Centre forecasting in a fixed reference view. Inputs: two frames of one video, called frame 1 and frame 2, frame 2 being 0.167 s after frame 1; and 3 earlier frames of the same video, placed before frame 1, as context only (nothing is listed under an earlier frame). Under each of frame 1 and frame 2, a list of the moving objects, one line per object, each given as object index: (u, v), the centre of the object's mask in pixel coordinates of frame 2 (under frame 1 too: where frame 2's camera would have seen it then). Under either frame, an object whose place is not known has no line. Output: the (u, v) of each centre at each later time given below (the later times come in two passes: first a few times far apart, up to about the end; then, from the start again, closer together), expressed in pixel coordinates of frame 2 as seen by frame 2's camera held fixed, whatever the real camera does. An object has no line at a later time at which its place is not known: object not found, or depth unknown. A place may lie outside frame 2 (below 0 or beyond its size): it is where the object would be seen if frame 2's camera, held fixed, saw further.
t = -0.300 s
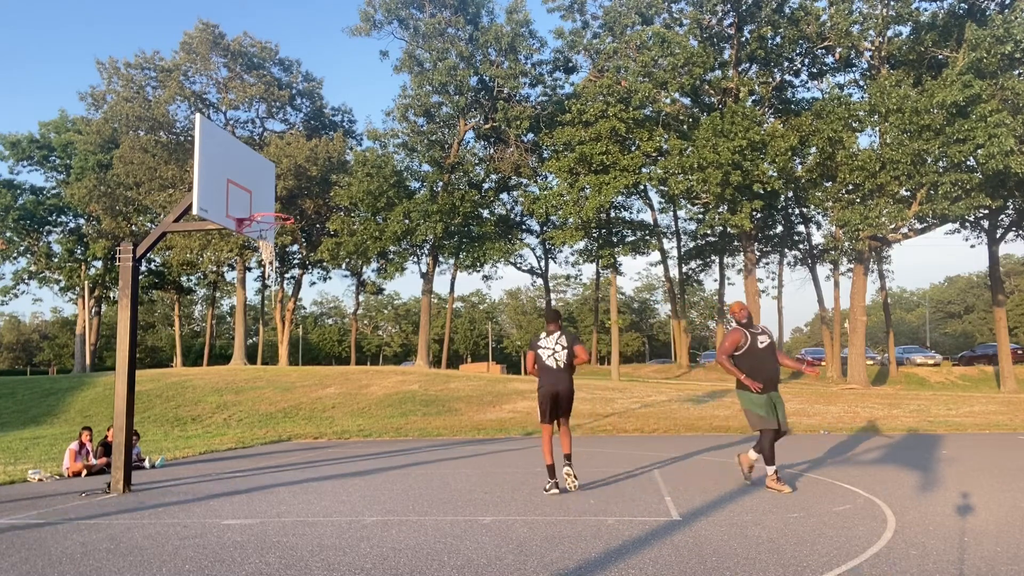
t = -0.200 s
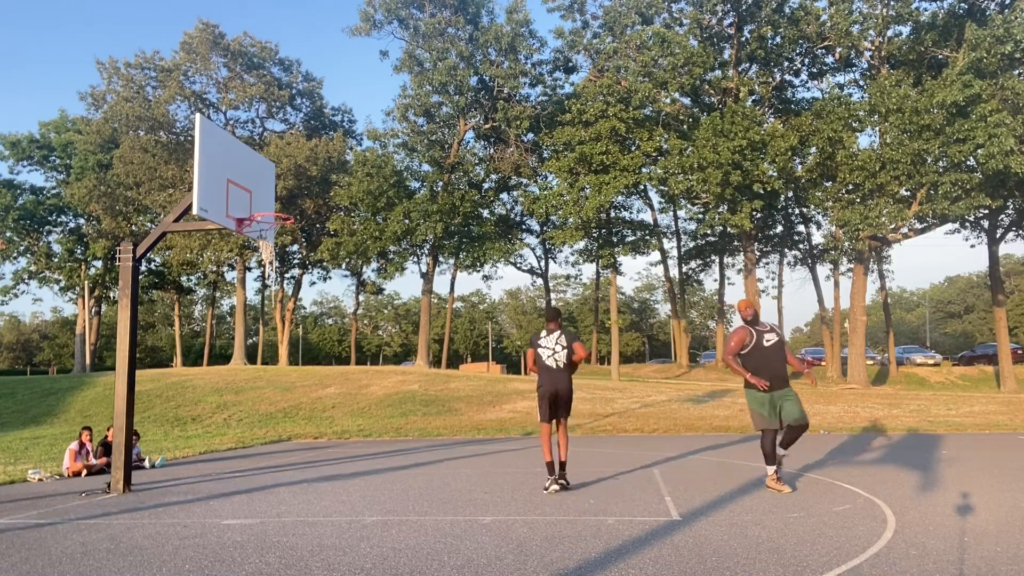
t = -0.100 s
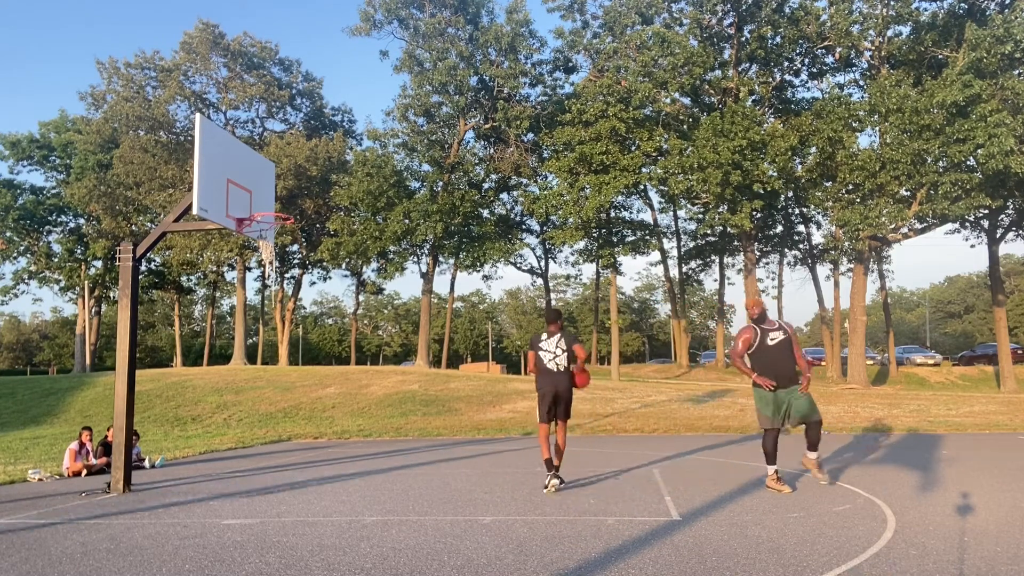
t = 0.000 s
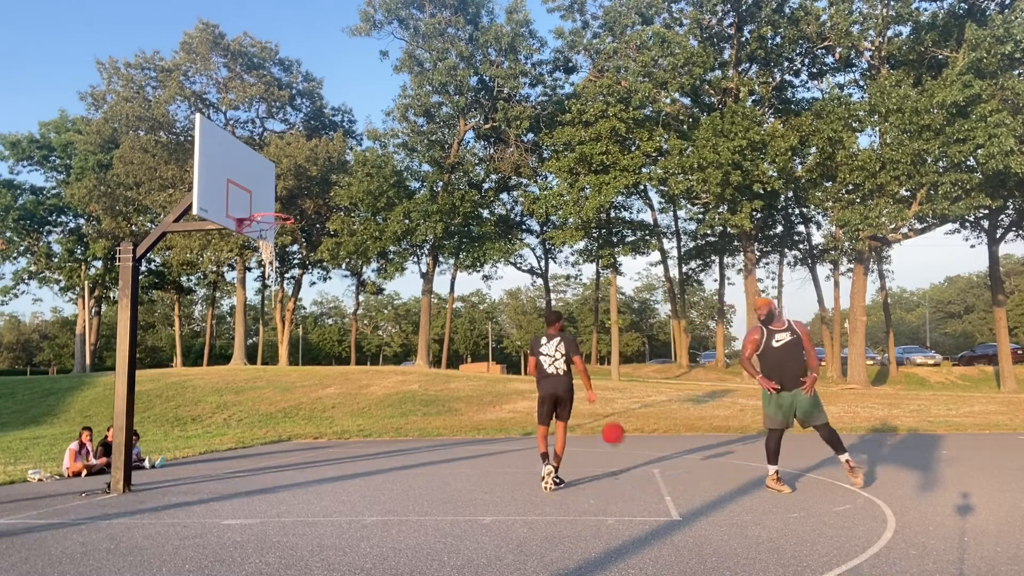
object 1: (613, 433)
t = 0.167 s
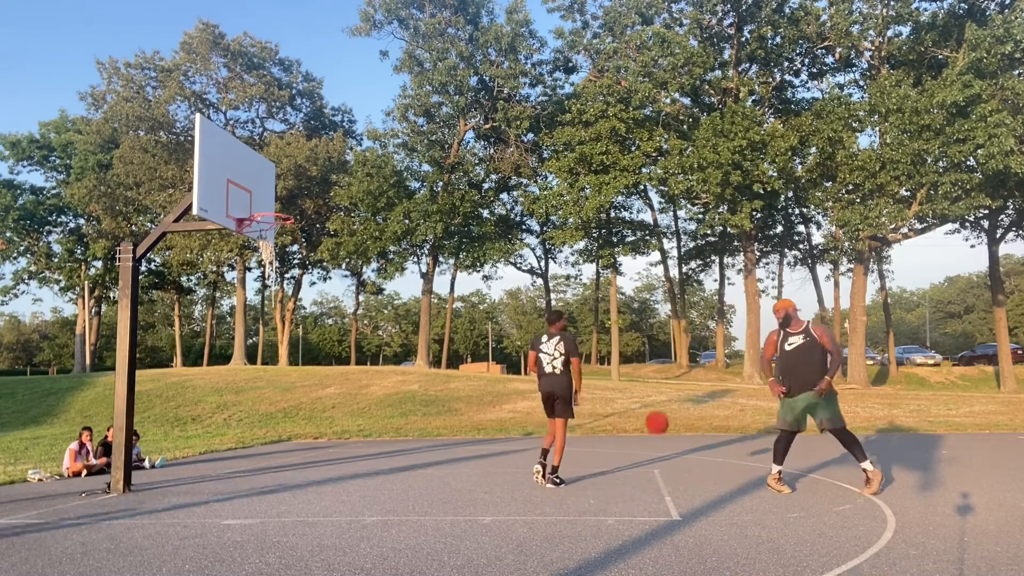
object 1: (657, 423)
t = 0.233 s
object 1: (670, 391)
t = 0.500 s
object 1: (724, 306)
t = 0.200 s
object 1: (663, 406)
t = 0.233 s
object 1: (670, 391)
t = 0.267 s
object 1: (676, 376)
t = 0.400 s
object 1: (703, 330)
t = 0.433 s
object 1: (710, 321)
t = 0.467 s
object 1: (717, 312)
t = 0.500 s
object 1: (724, 306)
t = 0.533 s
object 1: (731, 300)
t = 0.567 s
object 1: (739, 295)
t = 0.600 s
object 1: (747, 292)
